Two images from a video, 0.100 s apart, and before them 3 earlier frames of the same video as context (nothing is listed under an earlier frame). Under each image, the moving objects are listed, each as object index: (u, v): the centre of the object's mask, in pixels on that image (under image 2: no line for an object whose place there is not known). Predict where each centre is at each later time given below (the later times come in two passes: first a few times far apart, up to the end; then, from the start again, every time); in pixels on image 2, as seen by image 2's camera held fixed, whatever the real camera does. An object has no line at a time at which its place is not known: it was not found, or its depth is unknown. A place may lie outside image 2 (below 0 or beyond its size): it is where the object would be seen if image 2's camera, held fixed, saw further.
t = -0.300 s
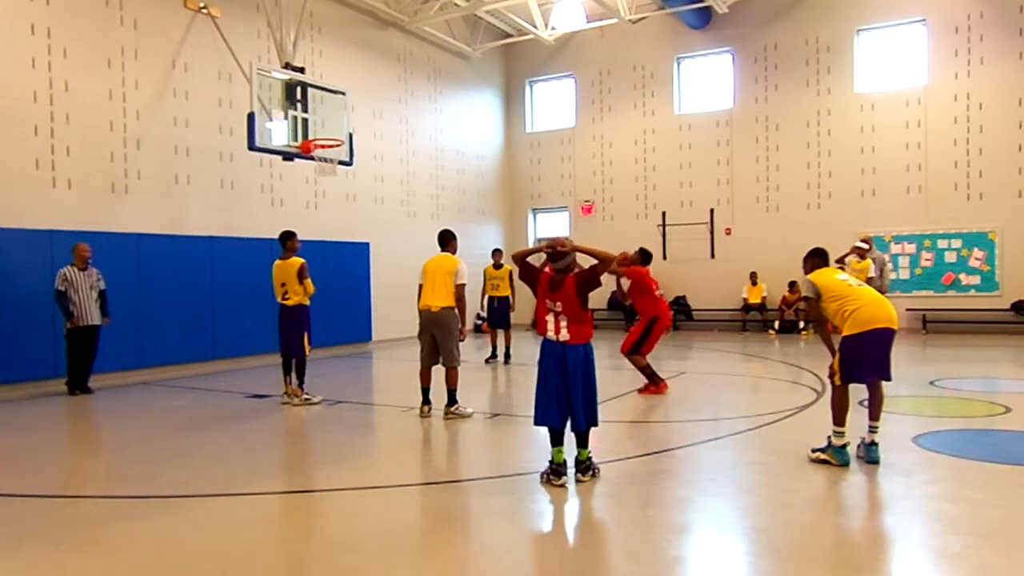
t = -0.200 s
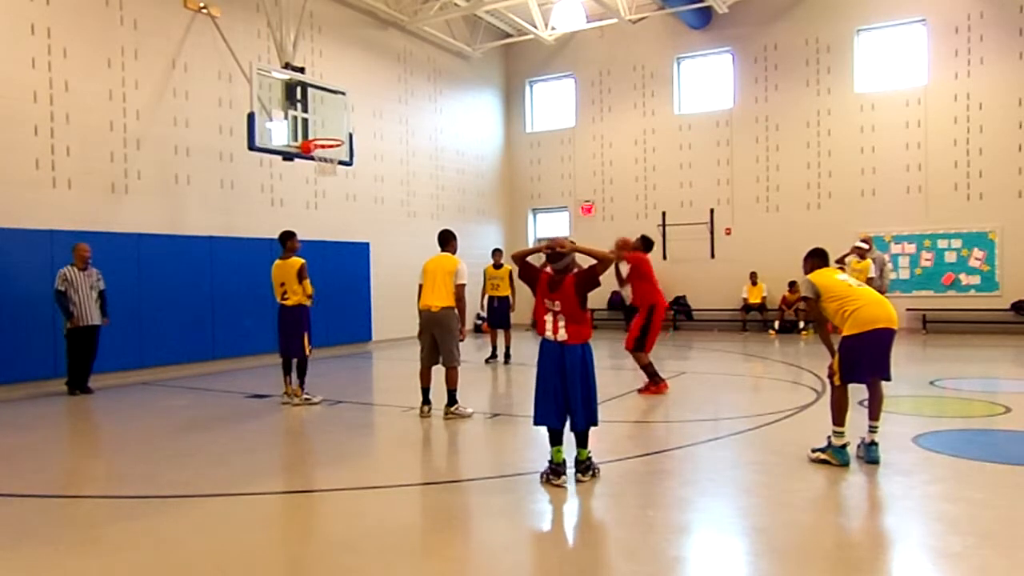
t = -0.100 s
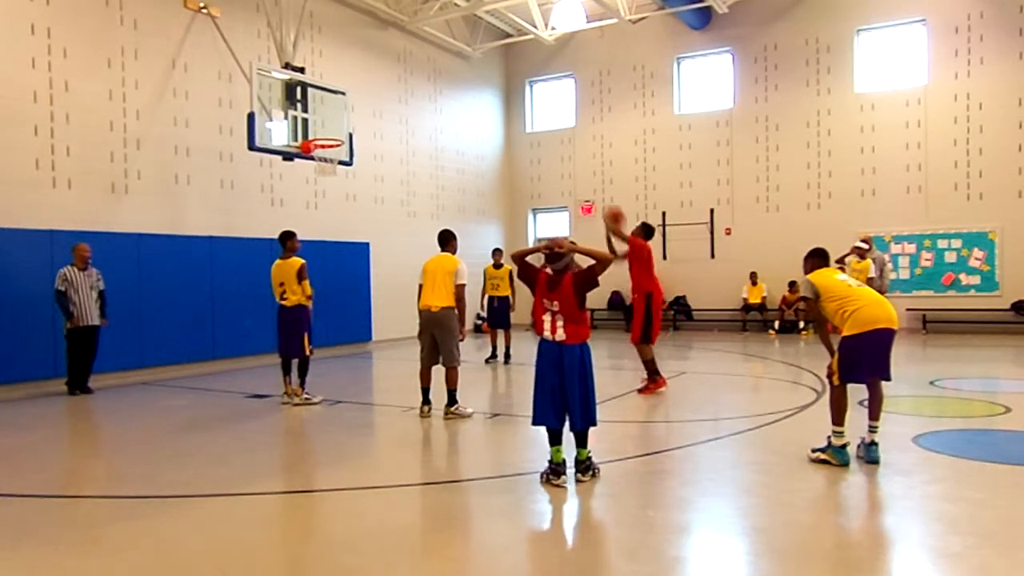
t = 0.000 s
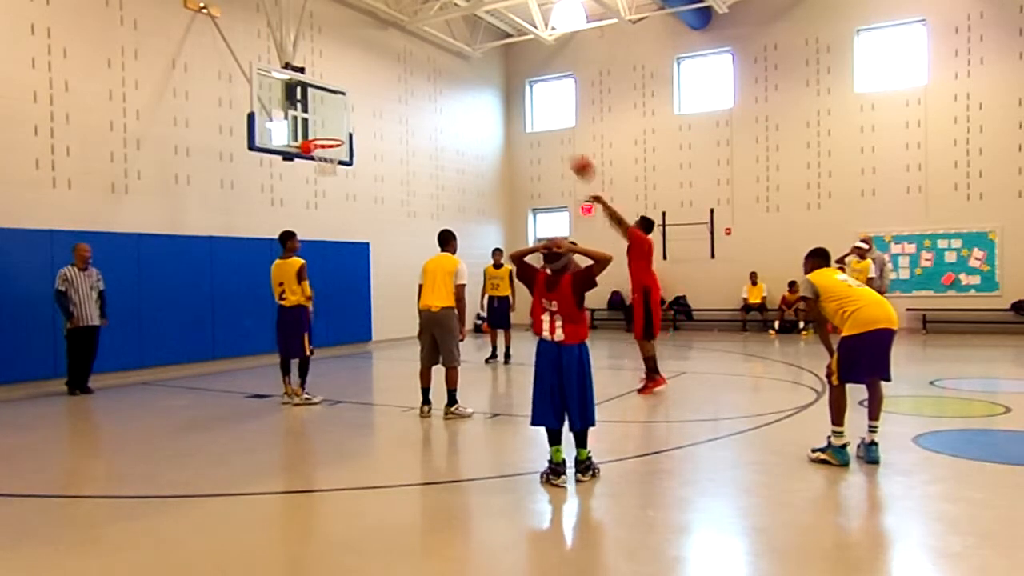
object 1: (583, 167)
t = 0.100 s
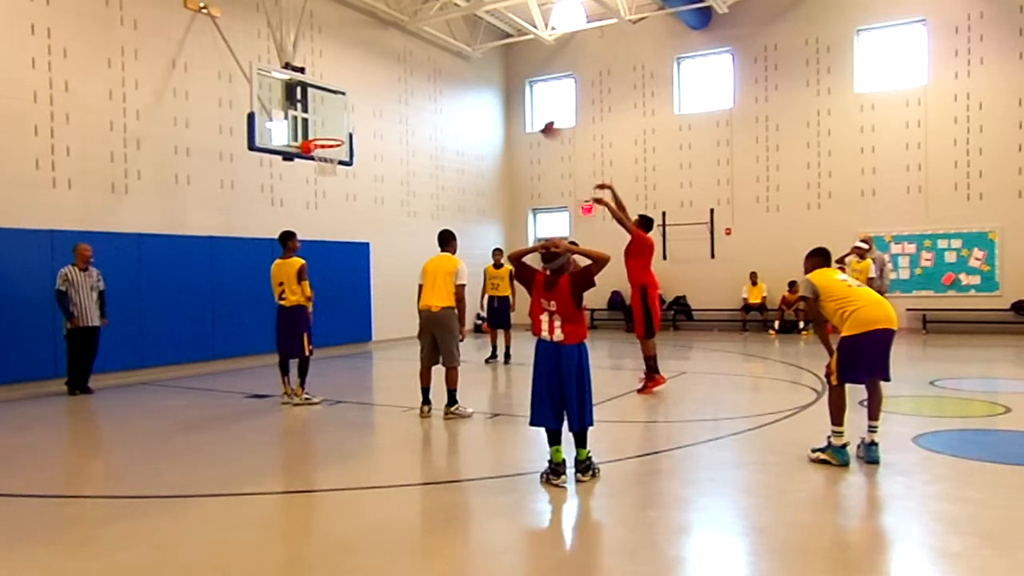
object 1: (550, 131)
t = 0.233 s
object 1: (504, 87)
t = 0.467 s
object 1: (436, 60)
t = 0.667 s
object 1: (385, 73)
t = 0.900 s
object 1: (332, 123)
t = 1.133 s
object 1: (335, 191)
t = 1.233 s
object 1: (345, 226)
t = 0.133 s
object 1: (536, 115)
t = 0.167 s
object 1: (523, 103)
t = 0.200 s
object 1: (515, 95)
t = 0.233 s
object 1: (504, 87)
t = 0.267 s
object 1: (494, 80)
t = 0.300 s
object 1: (484, 74)
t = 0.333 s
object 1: (474, 69)
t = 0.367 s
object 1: (465, 66)
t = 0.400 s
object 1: (455, 62)
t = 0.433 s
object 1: (446, 61)
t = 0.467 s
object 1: (436, 60)
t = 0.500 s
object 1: (427, 60)
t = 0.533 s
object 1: (419, 61)
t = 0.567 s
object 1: (410, 62)
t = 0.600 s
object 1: (401, 65)
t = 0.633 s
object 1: (393, 69)
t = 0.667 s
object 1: (385, 73)
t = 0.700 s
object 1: (377, 78)
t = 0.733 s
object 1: (369, 84)
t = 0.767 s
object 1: (362, 90)
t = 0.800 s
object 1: (354, 97)
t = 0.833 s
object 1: (347, 105)
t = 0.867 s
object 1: (340, 114)
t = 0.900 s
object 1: (332, 123)
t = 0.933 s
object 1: (325, 133)
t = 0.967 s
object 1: (320, 144)
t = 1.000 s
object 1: (320, 153)
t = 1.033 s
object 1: (325, 163)
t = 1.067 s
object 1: (328, 170)
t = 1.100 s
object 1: (332, 182)
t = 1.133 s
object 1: (335, 191)
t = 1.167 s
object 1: (338, 202)
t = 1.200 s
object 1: (342, 214)
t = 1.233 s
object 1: (345, 226)
